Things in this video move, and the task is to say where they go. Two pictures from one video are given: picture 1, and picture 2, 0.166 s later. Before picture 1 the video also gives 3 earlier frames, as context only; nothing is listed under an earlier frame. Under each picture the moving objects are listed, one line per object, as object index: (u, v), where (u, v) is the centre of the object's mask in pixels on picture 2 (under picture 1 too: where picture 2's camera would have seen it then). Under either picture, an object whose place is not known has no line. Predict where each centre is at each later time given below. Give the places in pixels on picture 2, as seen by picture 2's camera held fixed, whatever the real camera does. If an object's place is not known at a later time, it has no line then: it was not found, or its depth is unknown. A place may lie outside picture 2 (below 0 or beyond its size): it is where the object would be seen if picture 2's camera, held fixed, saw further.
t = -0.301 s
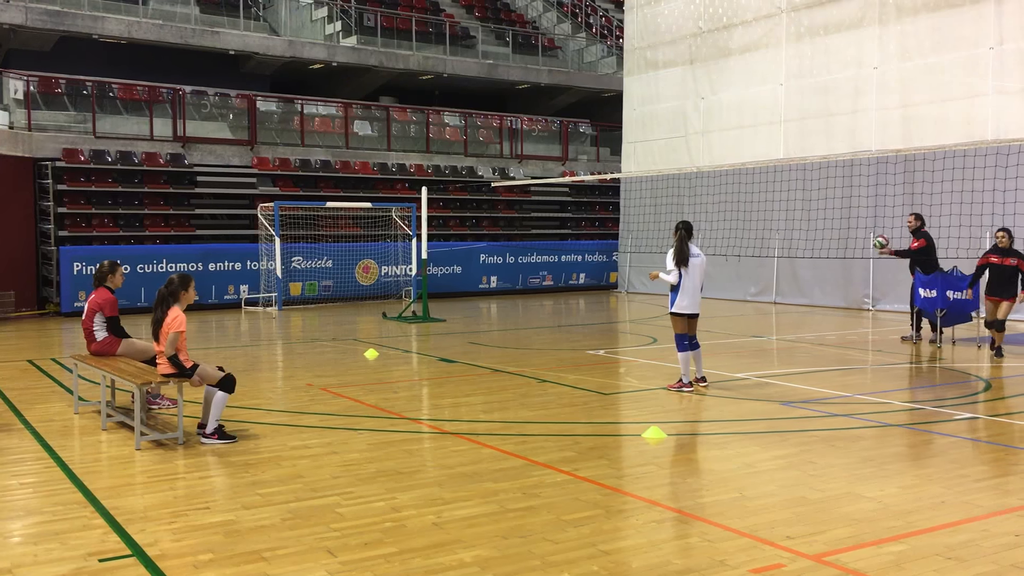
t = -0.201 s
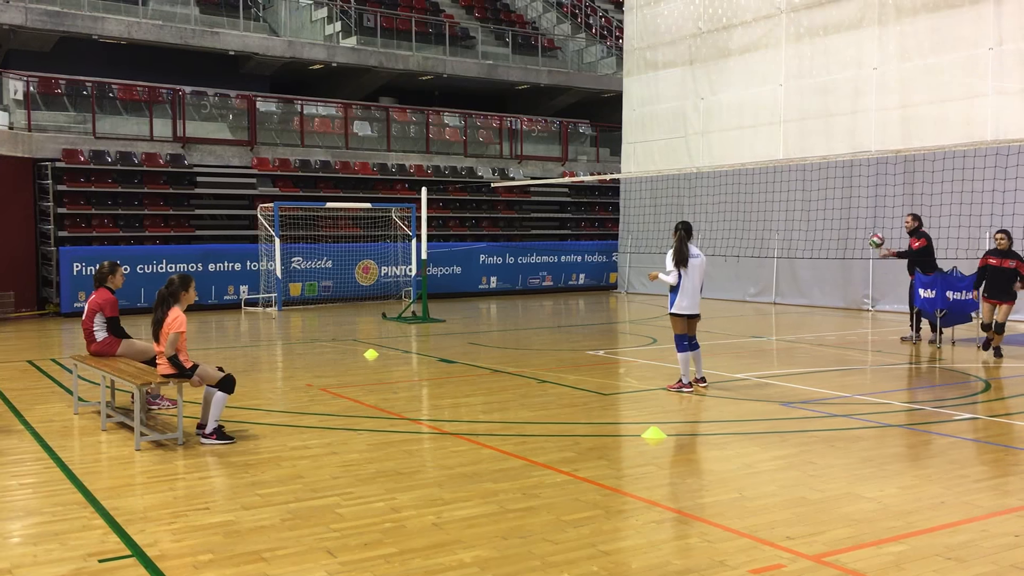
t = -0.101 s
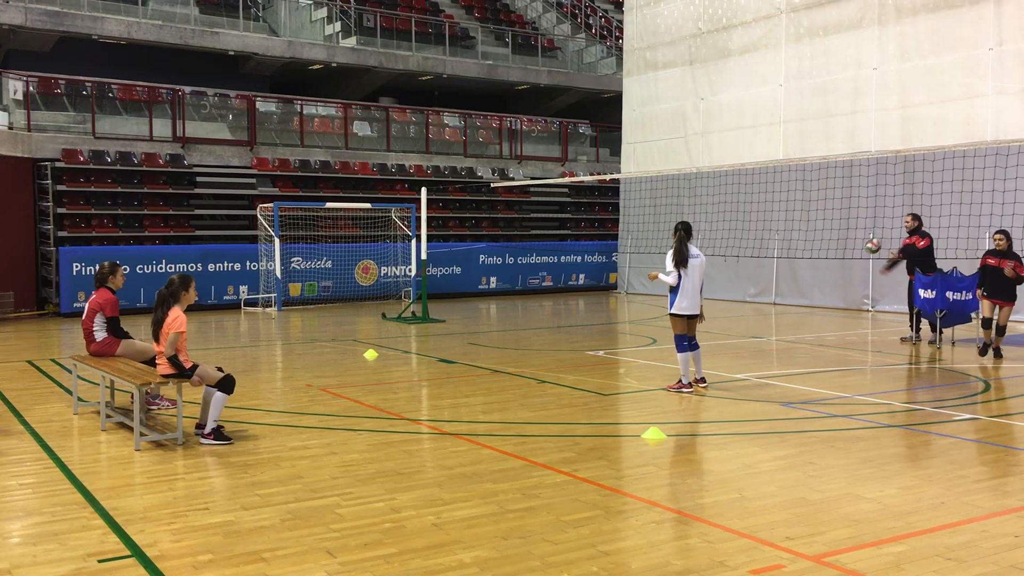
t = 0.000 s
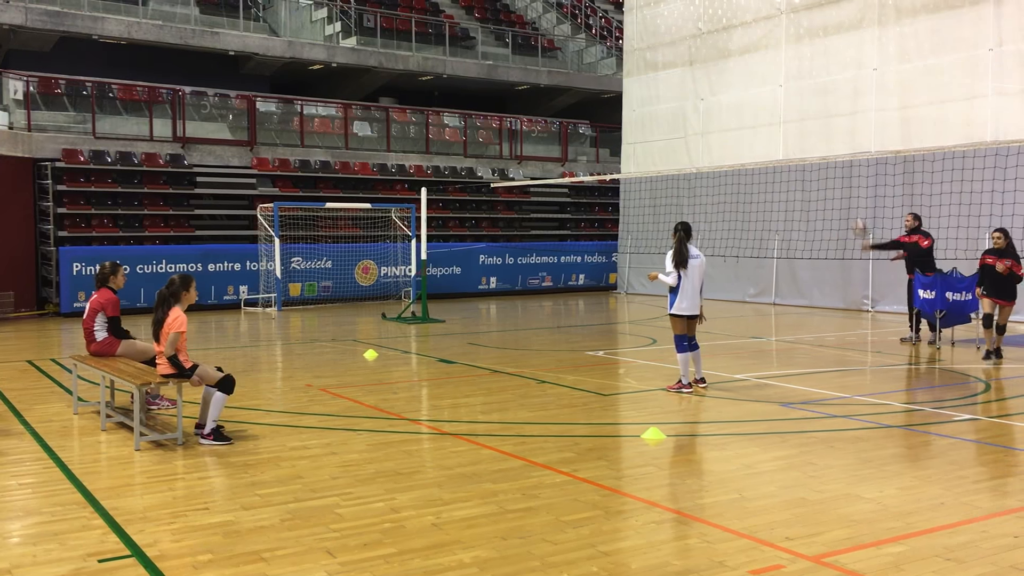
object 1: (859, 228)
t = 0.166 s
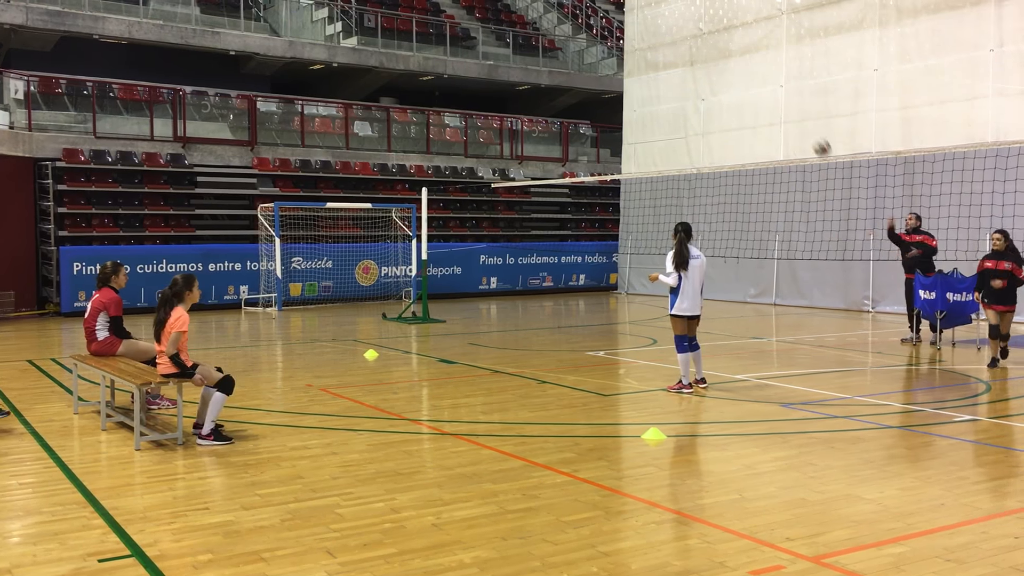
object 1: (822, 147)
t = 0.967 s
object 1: (572, 35)
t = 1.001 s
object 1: (558, 44)
